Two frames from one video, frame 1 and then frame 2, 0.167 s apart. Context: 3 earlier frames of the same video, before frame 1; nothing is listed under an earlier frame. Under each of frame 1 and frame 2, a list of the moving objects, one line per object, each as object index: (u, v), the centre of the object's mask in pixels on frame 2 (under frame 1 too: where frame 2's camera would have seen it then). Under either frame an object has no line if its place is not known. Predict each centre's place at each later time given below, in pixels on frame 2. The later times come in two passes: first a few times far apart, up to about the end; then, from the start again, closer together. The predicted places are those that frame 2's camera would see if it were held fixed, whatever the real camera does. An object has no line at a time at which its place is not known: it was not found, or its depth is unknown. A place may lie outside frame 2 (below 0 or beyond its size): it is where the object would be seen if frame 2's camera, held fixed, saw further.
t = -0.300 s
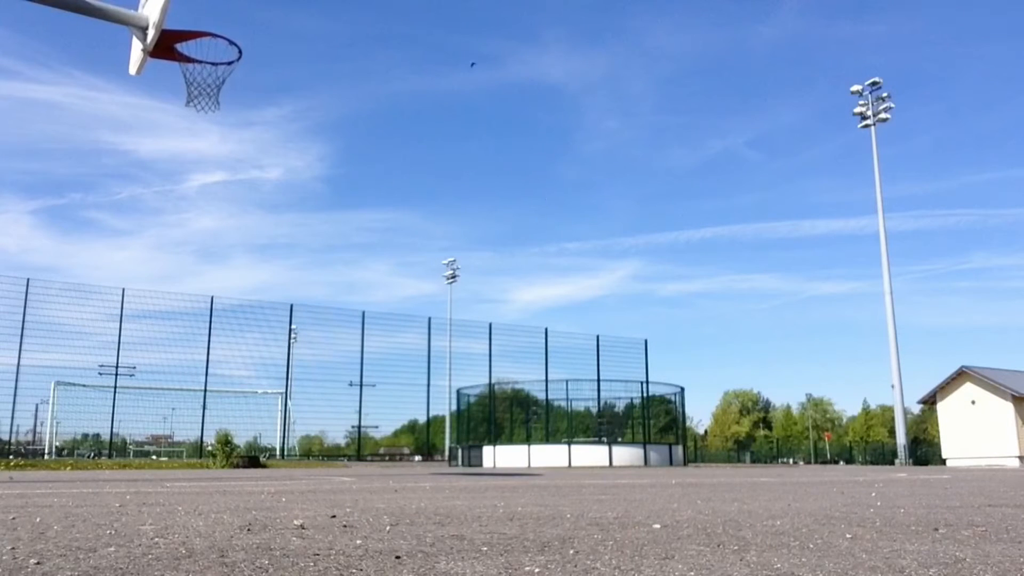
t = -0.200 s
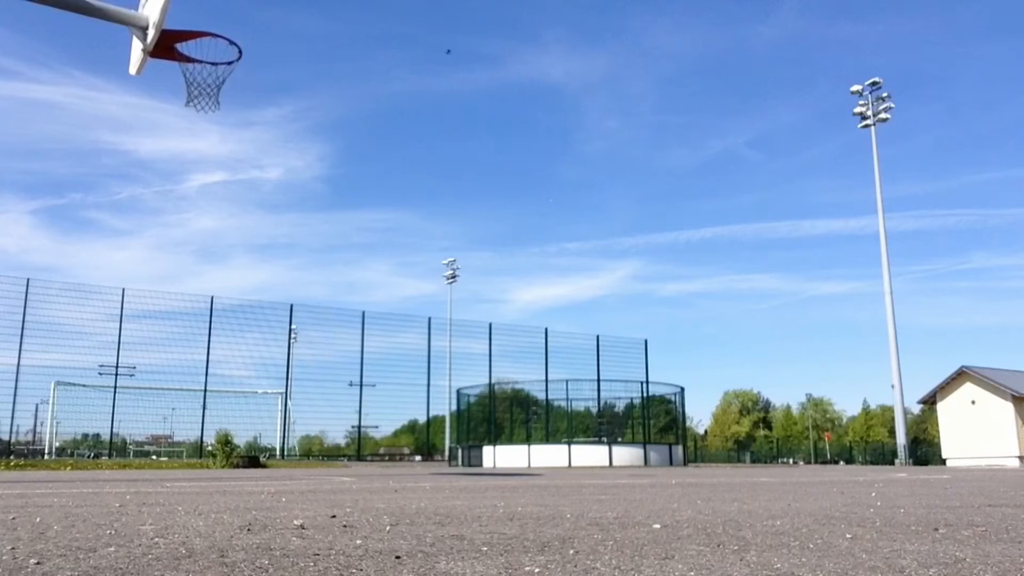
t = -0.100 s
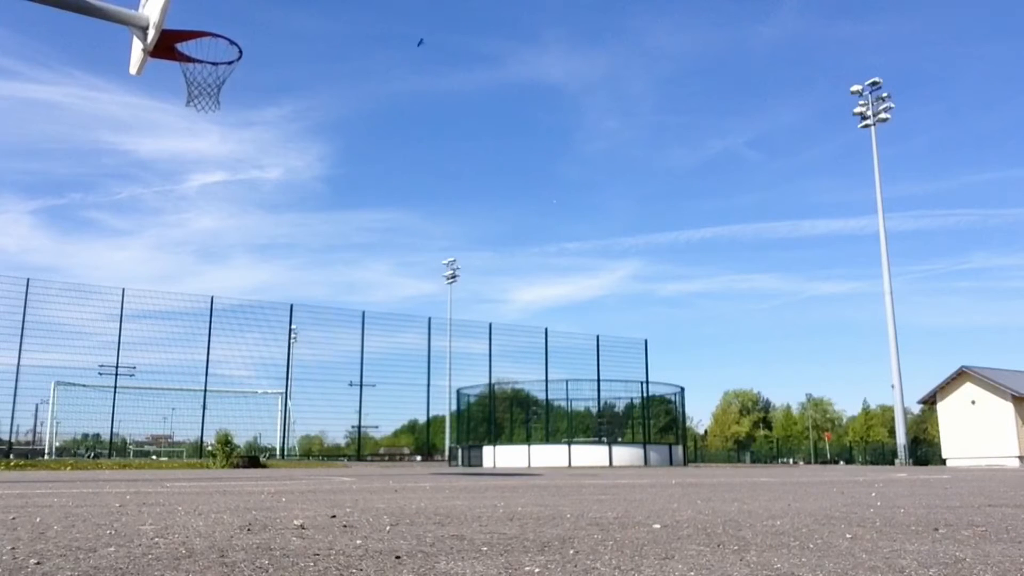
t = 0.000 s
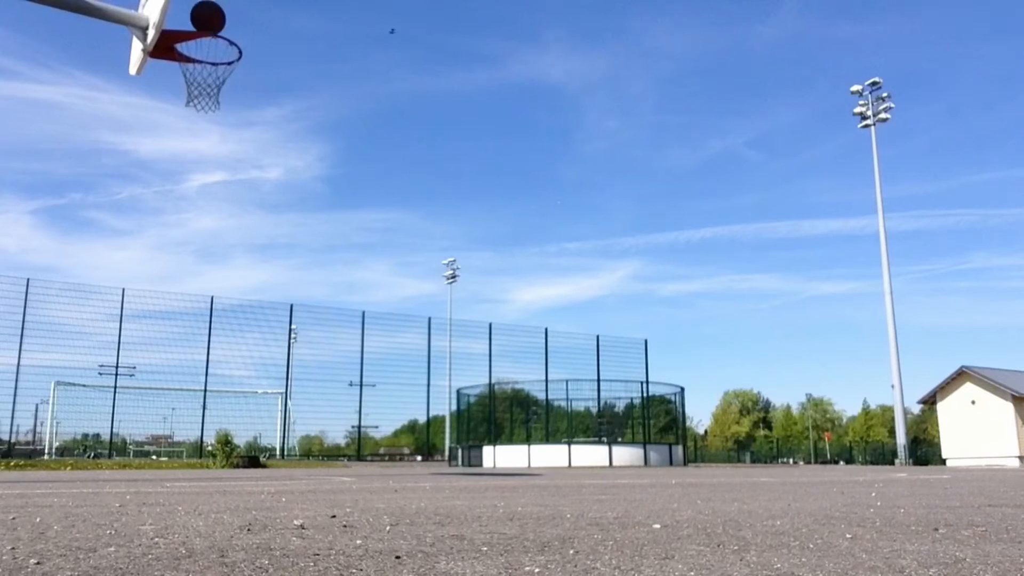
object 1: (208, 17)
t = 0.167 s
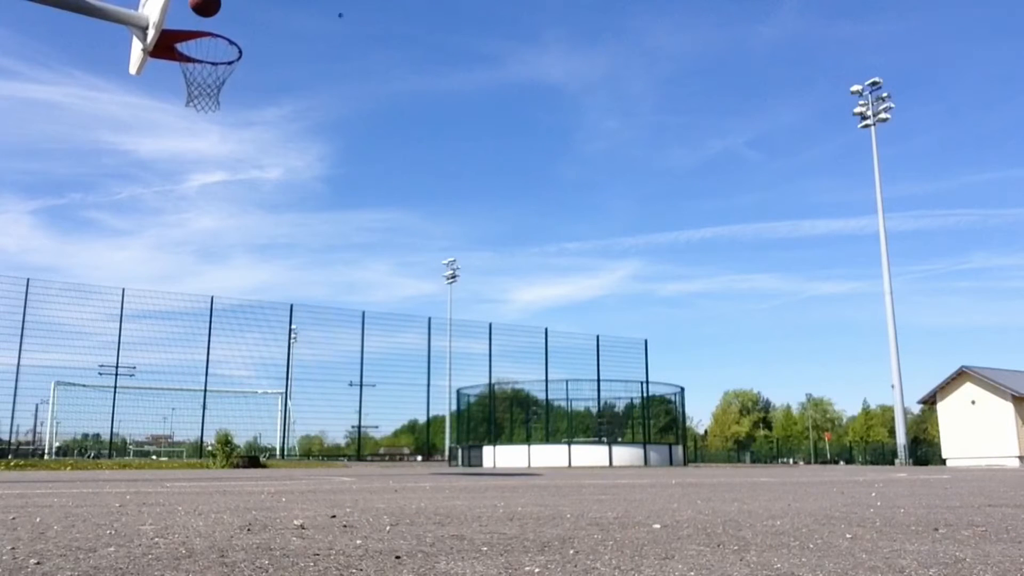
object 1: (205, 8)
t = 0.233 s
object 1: (204, 8)
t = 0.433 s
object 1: (199, 39)
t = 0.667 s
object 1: (189, 120)
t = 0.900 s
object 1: (179, 237)
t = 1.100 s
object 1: (169, 364)
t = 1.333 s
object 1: (169, 406)
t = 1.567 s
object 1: (181, 320)
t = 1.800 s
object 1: (189, 289)
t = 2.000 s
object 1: (192, 297)
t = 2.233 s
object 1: (194, 338)
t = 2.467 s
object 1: (193, 410)
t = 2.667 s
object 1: (194, 439)
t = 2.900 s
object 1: (200, 388)
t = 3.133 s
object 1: (204, 373)
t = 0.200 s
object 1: (205, 8)
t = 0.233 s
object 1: (204, 8)
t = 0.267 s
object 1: (203, 10)
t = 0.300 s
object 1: (202, 12)
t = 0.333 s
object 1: (200, 16)
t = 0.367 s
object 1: (200, 21)
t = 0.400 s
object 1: (200, 29)
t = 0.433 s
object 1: (199, 39)
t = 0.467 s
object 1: (197, 50)
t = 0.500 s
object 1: (196, 57)
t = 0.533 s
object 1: (194, 69)
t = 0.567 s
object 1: (193, 80)
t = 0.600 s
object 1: (191, 93)
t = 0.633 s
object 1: (191, 106)
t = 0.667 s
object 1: (189, 120)
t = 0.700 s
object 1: (188, 134)
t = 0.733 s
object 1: (186, 149)
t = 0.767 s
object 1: (185, 166)
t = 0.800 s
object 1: (184, 182)
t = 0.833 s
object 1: (182, 200)
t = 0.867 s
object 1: (181, 218)
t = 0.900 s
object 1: (179, 237)
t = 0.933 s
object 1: (178, 256)
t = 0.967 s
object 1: (176, 276)
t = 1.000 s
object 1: (175, 297)
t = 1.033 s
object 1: (173, 319)
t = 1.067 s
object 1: (171, 341)
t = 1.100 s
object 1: (169, 364)
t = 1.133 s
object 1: (168, 387)
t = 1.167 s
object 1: (166, 411)
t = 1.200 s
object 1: (164, 436)
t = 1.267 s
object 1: (164, 443)
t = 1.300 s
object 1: (167, 424)
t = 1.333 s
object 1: (169, 406)
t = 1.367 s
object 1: (171, 389)
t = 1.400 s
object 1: (173, 374)
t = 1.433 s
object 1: (175, 361)
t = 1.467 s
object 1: (177, 349)
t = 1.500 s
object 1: (178, 338)
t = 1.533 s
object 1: (180, 328)
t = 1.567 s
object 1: (181, 320)
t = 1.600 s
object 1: (182, 313)
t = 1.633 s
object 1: (184, 306)
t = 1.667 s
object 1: (185, 301)
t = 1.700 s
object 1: (186, 297)
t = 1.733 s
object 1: (187, 293)
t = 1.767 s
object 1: (188, 291)
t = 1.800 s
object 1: (189, 289)
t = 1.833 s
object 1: (189, 289)
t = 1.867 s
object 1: (190, 289)
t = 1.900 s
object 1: (191, 290)
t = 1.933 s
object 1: (191, 291)
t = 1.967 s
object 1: (192, 294)
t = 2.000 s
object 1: (192, 297)
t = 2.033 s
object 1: (193, 301)
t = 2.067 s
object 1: (193, 305)
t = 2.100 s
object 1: (193, 311)
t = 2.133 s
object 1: (194, 317)
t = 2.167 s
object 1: (194, 323)
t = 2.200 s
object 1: (194, 330)
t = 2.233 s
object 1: (194, 338)
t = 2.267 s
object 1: (194, 347)
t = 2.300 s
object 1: (194, 356)
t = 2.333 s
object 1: (194, 366)
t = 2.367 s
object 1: (194, 376)
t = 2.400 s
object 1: (194, 387)
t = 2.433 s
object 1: (194, 398)
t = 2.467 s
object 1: (193, 410)
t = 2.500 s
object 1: (193, 423)
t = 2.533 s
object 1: (193, 436)
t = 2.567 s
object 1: (191, 450)
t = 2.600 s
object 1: (192, 461)
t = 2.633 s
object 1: (192, 450)
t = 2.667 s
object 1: (194, 439)
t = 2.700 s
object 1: (195, 429)
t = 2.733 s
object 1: (196, 420)
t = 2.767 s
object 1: (197, 412)
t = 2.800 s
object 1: (198, 405)
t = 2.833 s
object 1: (199, 398)
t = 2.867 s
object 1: (199, 392)
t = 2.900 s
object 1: (200, 388)
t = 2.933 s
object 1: (201, 383)
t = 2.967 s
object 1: (201, 380)
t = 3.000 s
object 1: (202, 378)
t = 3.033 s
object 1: (203, 375)
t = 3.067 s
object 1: (203, 374)
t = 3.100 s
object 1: (204, 373)
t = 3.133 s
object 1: (204, 373)
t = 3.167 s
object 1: (204, 374)
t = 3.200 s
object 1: (205, 375)
